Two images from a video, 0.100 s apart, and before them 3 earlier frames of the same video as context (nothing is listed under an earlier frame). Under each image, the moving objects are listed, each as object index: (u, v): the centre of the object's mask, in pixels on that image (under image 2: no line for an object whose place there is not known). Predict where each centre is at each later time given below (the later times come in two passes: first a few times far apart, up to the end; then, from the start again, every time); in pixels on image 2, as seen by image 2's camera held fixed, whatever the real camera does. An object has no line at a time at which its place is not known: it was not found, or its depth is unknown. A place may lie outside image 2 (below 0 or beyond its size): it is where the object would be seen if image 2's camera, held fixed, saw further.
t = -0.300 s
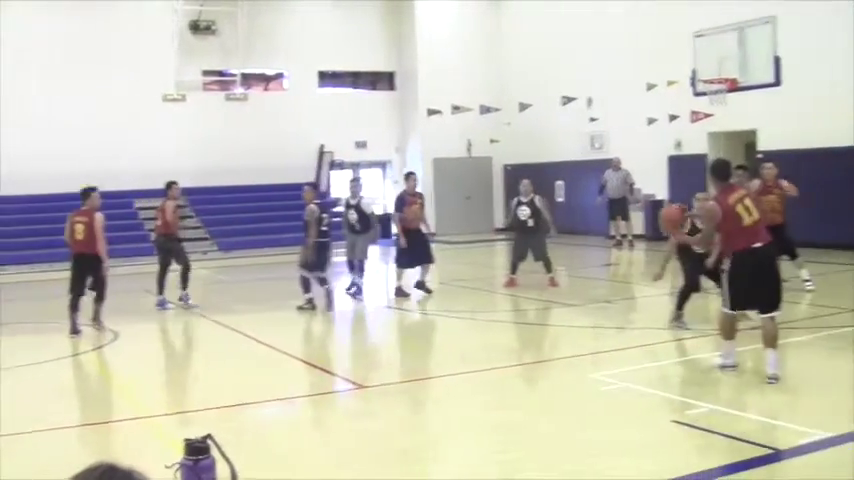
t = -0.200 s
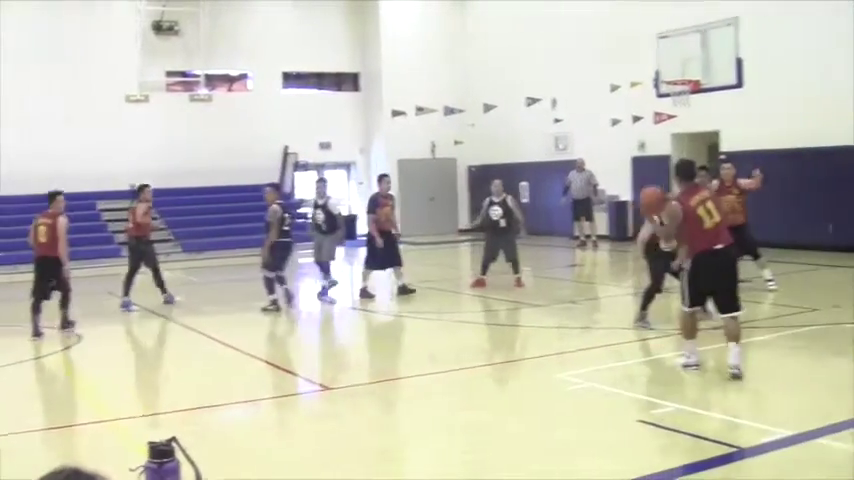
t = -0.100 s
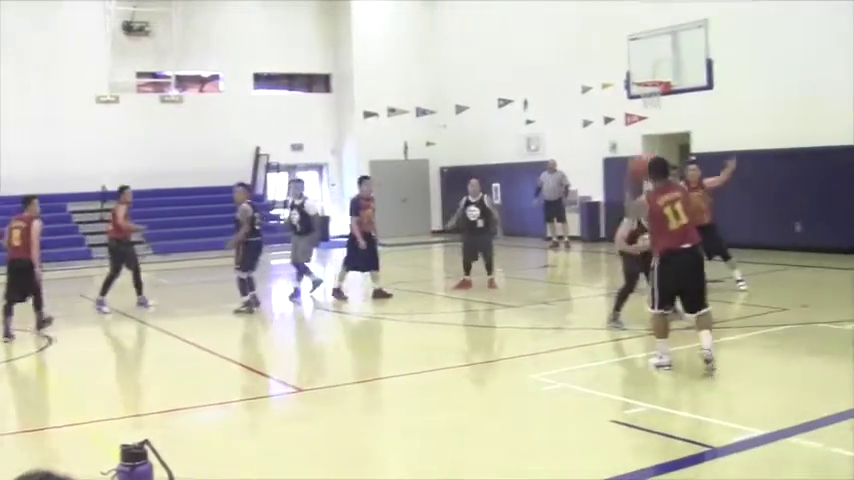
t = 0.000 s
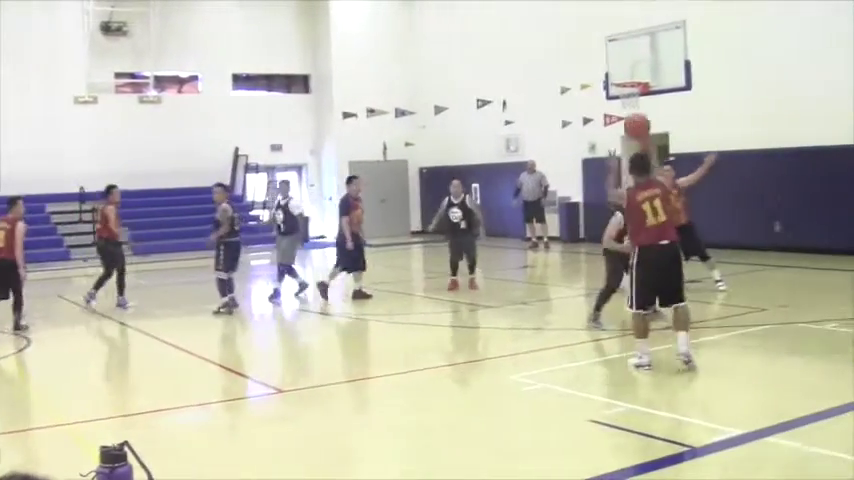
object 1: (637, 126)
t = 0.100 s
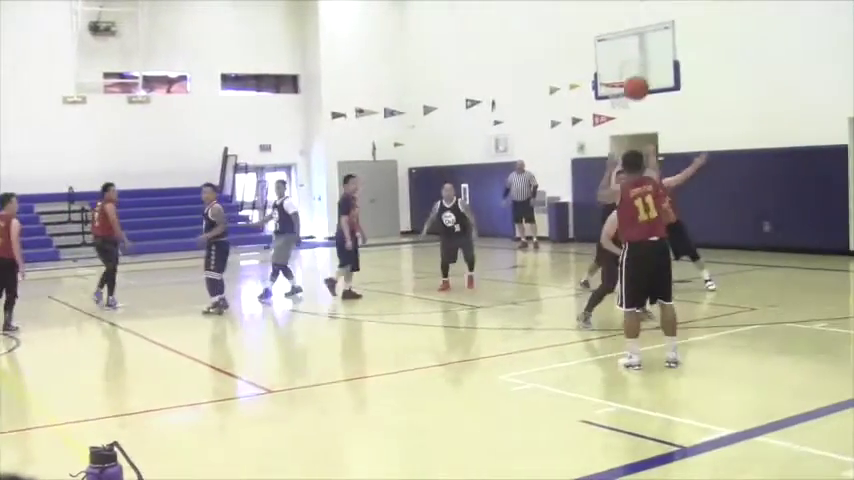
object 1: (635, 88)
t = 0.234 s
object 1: (648, 58)
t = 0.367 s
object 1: (660, 47)
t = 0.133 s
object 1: (638, 80)
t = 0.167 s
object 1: (642, 70)
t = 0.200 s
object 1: (645, 63)
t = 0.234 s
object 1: (648, 58)
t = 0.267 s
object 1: (651, 53)
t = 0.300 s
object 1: (654, 50)
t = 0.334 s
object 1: (657, 48)
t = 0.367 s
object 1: (660, 47)
